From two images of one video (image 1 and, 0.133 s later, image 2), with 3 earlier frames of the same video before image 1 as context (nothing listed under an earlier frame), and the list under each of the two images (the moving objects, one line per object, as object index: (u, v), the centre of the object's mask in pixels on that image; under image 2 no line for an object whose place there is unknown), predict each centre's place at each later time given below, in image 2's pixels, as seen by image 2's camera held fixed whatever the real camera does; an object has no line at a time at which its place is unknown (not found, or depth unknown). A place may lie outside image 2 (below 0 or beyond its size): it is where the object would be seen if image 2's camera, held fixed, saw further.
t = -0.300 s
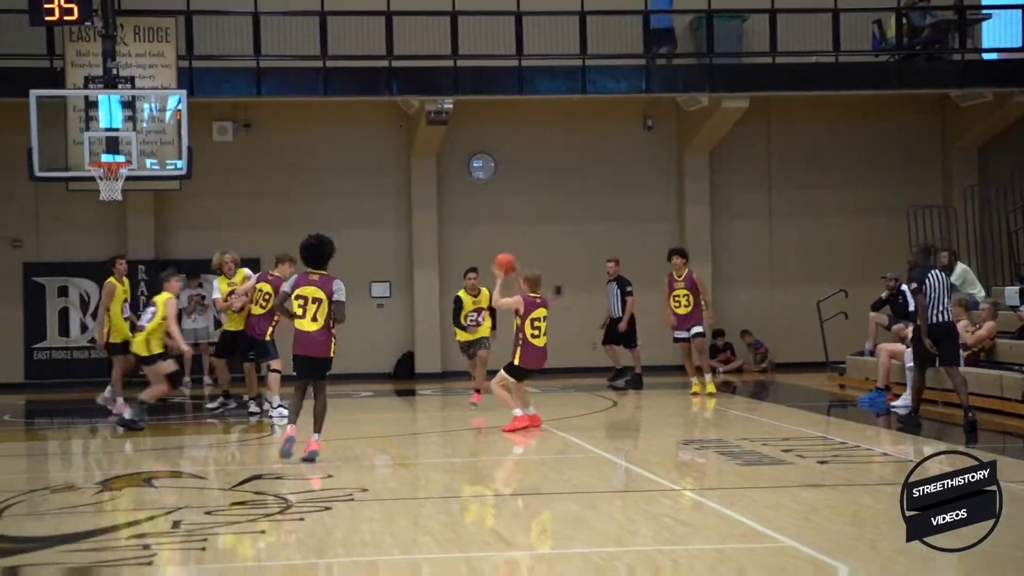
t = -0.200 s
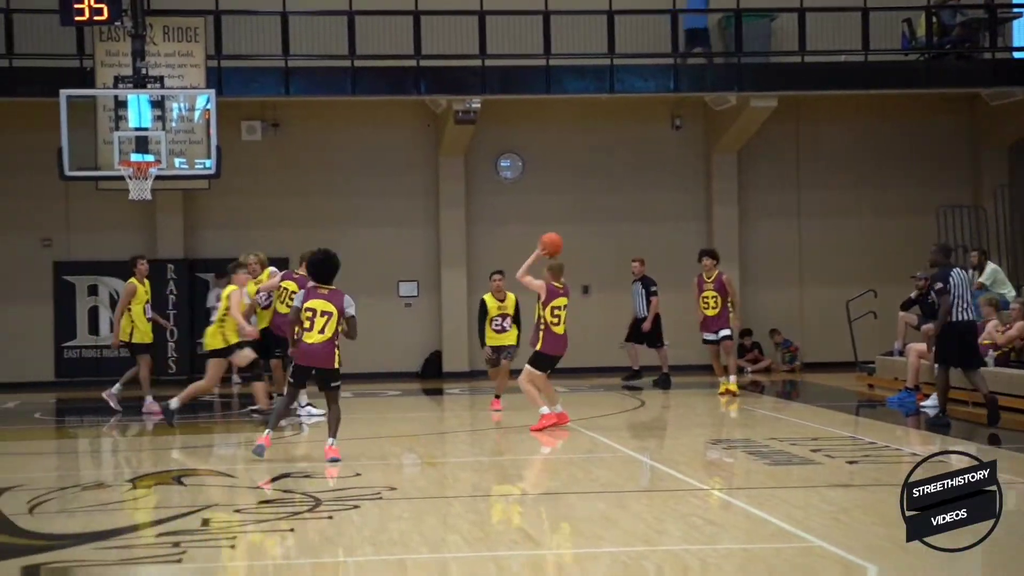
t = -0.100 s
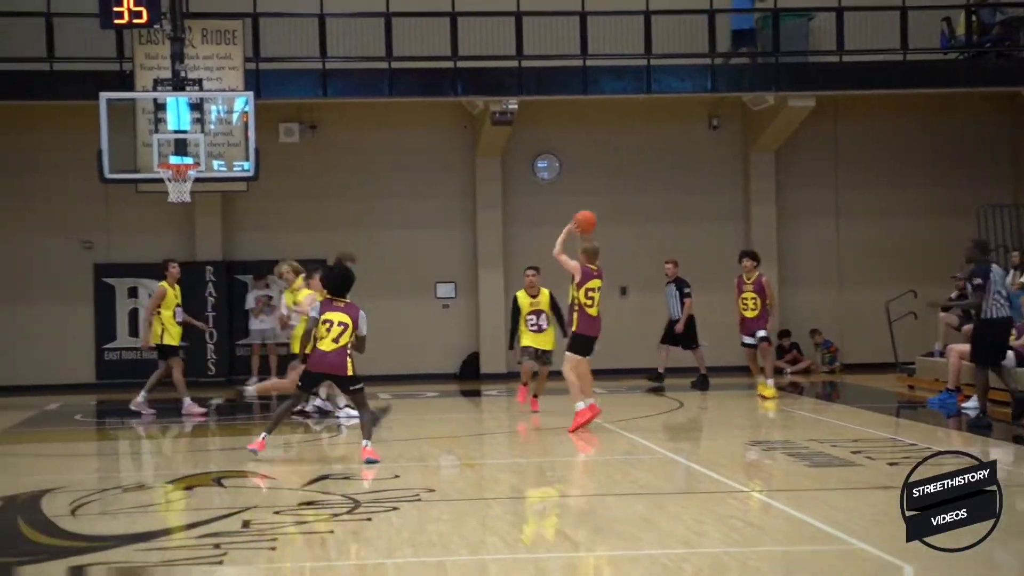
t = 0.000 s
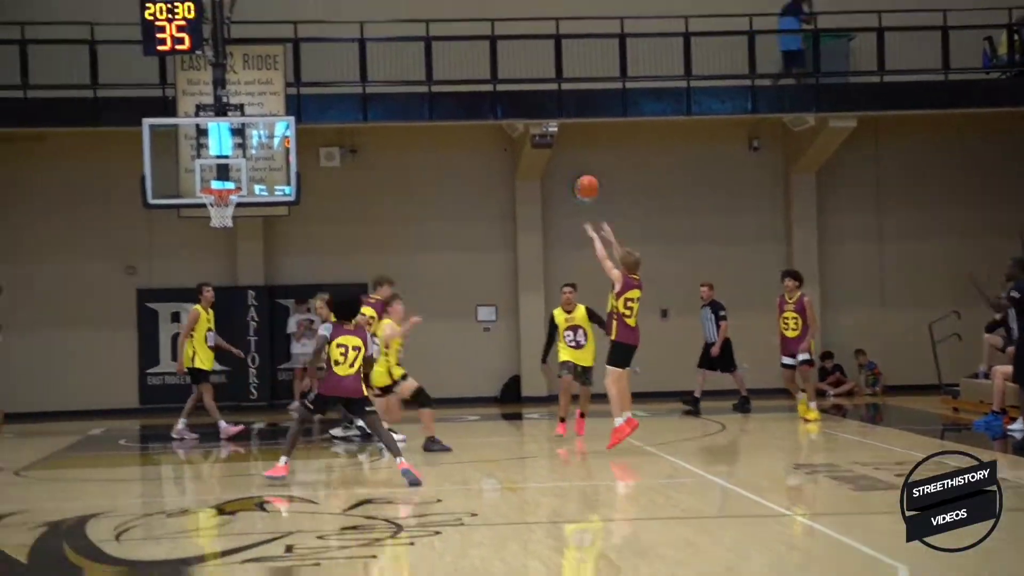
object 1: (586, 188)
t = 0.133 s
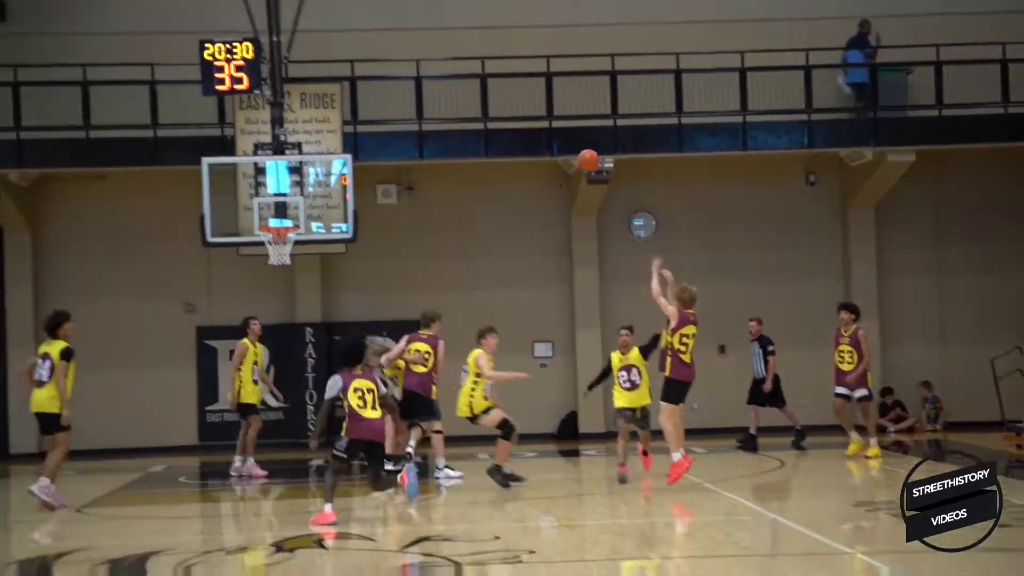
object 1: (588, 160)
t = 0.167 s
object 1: (574, 148)
